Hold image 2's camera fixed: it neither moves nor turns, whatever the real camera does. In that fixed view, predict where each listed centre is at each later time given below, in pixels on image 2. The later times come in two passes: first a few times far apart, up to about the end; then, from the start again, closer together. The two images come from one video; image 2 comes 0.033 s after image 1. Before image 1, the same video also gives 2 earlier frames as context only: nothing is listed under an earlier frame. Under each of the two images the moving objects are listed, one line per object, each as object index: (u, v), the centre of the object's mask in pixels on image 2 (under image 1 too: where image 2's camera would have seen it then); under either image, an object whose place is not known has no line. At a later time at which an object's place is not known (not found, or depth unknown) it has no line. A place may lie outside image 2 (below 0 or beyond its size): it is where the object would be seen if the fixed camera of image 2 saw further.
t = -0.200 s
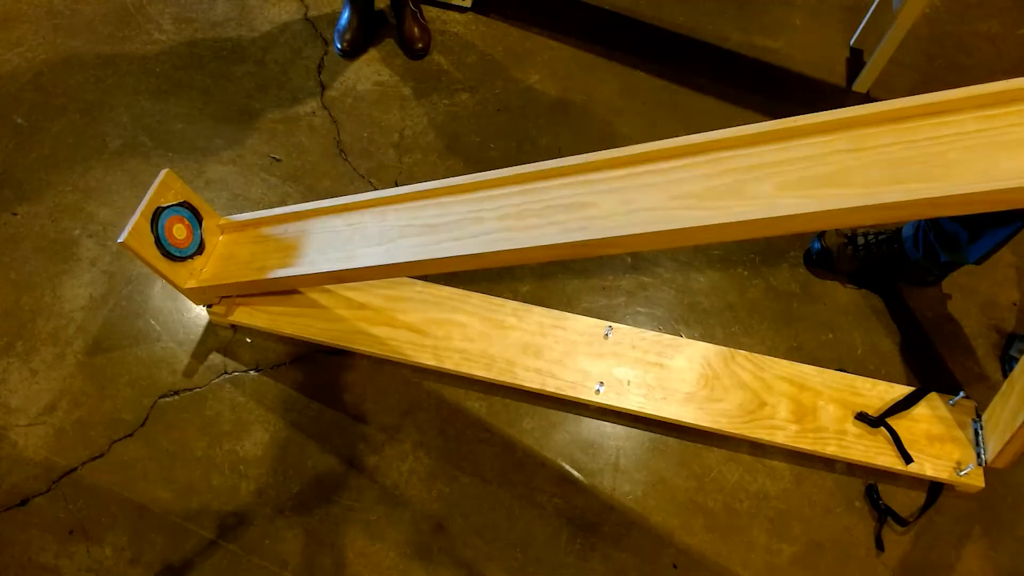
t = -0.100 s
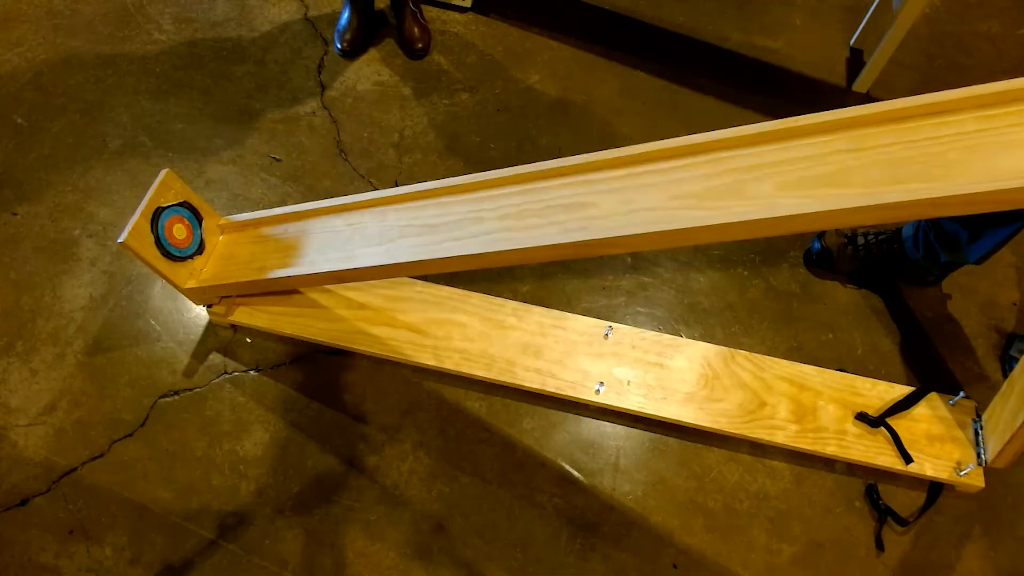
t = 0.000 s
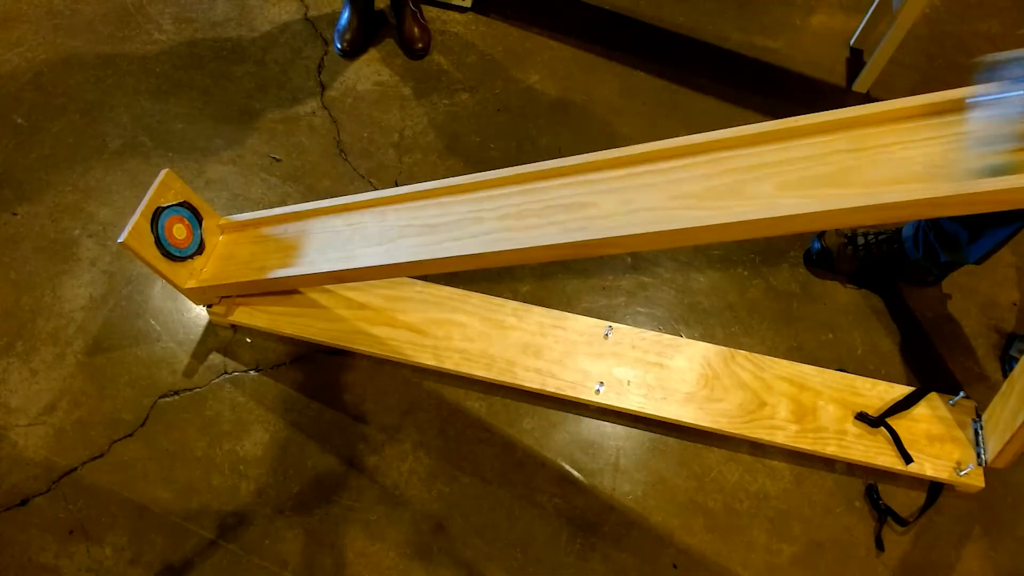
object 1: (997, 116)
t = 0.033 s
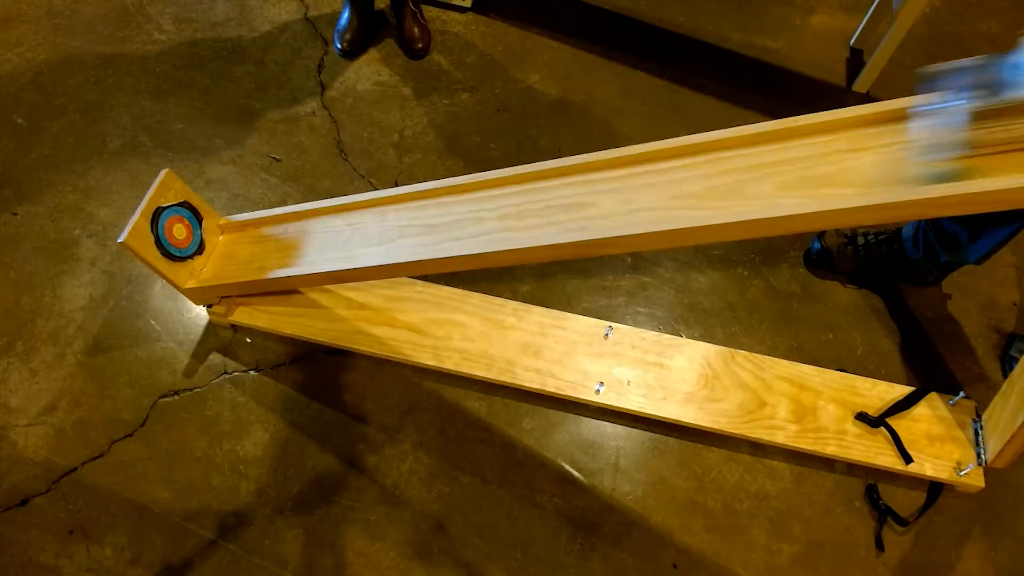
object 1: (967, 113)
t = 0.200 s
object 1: (712, 145)
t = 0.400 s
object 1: (343, 212)
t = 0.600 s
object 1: (214, 201)
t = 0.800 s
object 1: (189, 226)
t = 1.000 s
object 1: (182, 233)
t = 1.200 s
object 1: (186, 229)
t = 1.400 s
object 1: (191, 223)
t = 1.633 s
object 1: (190, 224)
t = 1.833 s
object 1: (190, 224)
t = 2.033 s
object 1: (190, 224)
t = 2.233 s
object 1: (190, 225)
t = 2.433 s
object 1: (190, 224)
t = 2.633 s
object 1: (190, 225)
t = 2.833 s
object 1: (190, 224)
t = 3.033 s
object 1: (190, 224)
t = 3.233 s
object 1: (190, 224)
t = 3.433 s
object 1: (190, 224)
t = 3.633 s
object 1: (190, 224)
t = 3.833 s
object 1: (190, 224)
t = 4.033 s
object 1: (190, 224)
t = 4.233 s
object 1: (190, 224)
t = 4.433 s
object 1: (190, 224)
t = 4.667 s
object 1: (190, 224)
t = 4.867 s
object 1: (191, 224)
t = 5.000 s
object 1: (191, 224)
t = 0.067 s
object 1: (942, 113)
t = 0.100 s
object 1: (908, 111)
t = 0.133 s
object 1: (843, 123)
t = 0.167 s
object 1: (771, 135)
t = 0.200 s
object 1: (712, 145)
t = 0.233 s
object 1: (651, 156)
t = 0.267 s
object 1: (585, 166)
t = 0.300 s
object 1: (525, 175)
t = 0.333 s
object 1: (462, 186)
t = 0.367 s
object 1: (405, 195)
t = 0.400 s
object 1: (343, 212)
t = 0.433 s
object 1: (296, 216)
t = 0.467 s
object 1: (250, 223)
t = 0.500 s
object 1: (227, 223)
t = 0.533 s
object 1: (223, 210)
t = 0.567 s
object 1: (218, 200)
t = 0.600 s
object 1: (214, 201)
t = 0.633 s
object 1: (214, 203)
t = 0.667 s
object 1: (214, 206)
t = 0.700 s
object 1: (212, 208)
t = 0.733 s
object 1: (205, 219)
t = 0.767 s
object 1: (194, 221)
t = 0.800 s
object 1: (189, 226)
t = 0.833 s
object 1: (188, 227)
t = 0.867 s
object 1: (186, 229)
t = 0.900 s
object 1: (185, 230)
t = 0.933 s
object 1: (183, 231)
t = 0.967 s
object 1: (182, 232)
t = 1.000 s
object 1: (182, 233)
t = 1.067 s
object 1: (183, 232)
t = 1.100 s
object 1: (184, 231)
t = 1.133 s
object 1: (185, 230)
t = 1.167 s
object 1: (185, 229)
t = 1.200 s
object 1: (186, 229)
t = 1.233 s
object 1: (187, 228)
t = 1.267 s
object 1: (188, 227)
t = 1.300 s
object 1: (189, 226)
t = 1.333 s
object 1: (190, 225)
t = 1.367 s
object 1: (191, 224)
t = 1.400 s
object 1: (191, 223)
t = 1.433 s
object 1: (191, 223)
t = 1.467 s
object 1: (191, 223)
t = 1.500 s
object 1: (191, 223)
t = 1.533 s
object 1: (191, 224)
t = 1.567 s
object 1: (190, 224)
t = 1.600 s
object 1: (190, 224)
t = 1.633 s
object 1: (190, 224)
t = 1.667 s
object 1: (190, 224)
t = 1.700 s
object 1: (190, 224)
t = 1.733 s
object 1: (190, 224)
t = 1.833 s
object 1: (190, 224)
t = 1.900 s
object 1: (190, 224)
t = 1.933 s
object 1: (190, 224)
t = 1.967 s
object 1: (190, 224)
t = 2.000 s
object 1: (190, 224)
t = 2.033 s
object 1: (190, 224)
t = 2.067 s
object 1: (190, 224)
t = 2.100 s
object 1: (190, 224)
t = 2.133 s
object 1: (190, 224)
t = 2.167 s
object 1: (190, 225)
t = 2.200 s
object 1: (190, 225)
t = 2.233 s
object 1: (190, 225)
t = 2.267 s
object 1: (190, 225)
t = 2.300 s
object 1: (190, 225)
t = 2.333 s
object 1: (190, 224)
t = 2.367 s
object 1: (190, 224)
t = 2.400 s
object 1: (190, 224)
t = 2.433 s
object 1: (190, 224)
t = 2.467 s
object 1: (190, 224)
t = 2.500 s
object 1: (190, 224)
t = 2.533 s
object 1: (190, 224)
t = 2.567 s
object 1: (190, 224)
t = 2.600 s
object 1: (190, 224)
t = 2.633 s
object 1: (190, 225)
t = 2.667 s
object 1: (190, 225)
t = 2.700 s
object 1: (190, 225)
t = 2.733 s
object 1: (190, 225)
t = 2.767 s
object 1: (190, 225)
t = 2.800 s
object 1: (190, 224)
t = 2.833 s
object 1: (190, 224)
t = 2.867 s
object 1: (190, 224)
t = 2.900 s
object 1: (190, 224)
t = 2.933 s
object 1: (190, 224)
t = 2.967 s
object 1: (190, 224)
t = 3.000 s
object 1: (190, 224)
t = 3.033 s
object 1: (190, 224)
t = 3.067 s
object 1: (190, 224)
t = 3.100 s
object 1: (190, 224)
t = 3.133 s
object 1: (190, 224)
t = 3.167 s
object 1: (190, 224)
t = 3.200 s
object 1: (190, 224)
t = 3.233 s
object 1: (190, 224)
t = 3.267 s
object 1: (190, 224)
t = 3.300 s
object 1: (190, 224)
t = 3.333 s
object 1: (190, 224)
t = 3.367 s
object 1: (190, 224)
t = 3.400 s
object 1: (190, 224)
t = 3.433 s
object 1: (190, 224)
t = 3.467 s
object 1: (190, 224)
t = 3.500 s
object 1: (190, 224)
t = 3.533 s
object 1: (190, 224)
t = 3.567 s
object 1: (190, 224)
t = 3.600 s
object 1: (190, 224)
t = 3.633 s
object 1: (190, 224)
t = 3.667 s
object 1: (190, 224)
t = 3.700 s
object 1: (190, 224)
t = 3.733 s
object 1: (190, 224)
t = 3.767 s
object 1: (190, 224)
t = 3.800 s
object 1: (190, 224)
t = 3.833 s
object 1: (190, 224)
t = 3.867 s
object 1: (190, 224)
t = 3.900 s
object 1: (190, 224)
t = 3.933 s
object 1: (190, 224)
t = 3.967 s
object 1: (190, 224)
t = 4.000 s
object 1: (190, 224)
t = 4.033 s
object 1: (190, 224)
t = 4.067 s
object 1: (190, 224)
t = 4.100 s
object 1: (190, 224)
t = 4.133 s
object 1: (190, 224)
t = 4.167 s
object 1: (190, 224)
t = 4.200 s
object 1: (190, 224)
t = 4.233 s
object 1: (190, 224)
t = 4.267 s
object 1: (190, 224)
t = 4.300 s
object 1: (190, 224)
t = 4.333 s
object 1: (190, 224)
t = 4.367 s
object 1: (190, 224)
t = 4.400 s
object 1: (190, 224)
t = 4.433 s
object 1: (190, 224)
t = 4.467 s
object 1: (190, 224)
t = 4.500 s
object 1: (190, 224)
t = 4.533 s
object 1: (190, 224)
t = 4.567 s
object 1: (190, 224)
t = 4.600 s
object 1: (190, 224)
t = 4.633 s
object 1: (190, 224)
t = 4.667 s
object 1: (190, 224)
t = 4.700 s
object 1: (190, 224)
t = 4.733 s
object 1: (190, 224)
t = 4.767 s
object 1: (190, 224)
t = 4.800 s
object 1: (190, 224)
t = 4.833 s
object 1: (190, 224)
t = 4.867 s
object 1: (191, 224)
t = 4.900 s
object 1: (191, 224)
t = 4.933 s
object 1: (191, 224)
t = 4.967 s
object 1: (191, 224)
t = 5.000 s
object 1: (191, 224)
